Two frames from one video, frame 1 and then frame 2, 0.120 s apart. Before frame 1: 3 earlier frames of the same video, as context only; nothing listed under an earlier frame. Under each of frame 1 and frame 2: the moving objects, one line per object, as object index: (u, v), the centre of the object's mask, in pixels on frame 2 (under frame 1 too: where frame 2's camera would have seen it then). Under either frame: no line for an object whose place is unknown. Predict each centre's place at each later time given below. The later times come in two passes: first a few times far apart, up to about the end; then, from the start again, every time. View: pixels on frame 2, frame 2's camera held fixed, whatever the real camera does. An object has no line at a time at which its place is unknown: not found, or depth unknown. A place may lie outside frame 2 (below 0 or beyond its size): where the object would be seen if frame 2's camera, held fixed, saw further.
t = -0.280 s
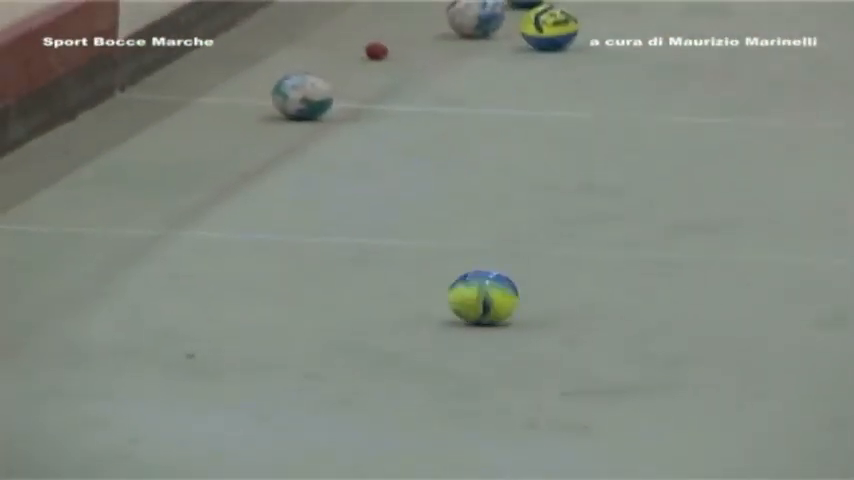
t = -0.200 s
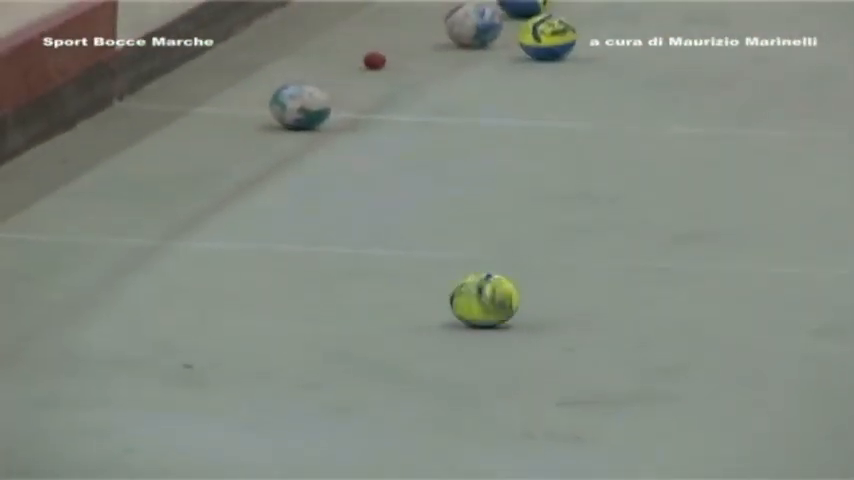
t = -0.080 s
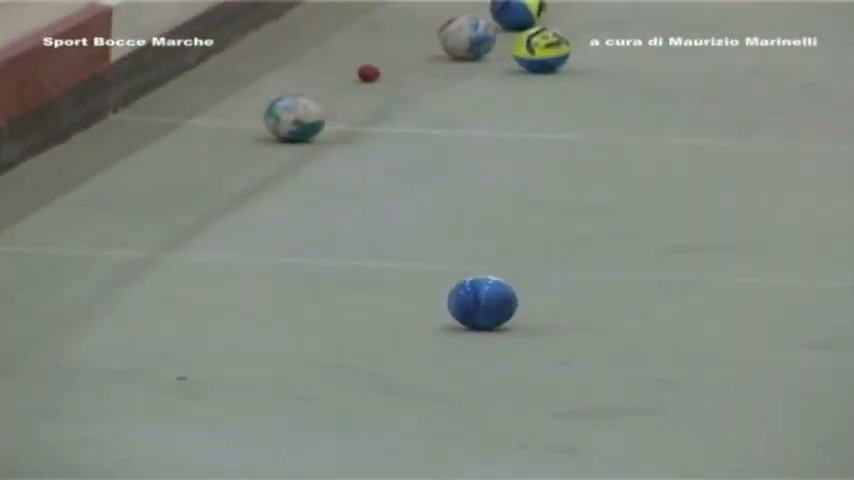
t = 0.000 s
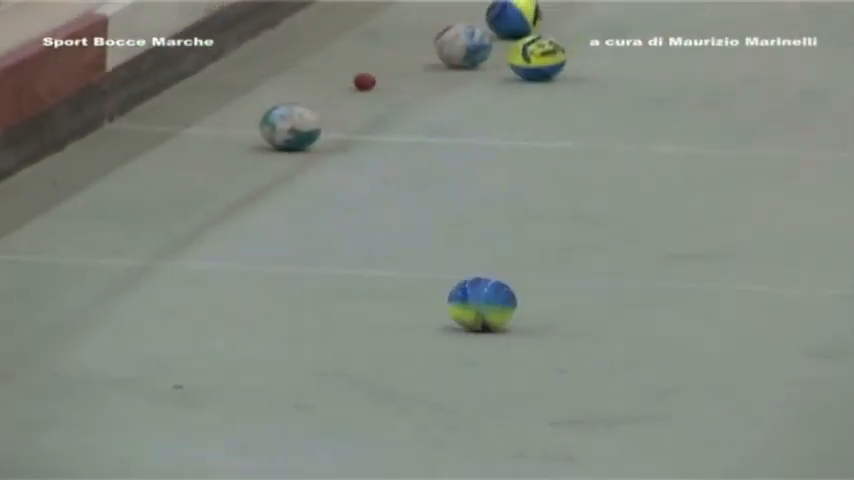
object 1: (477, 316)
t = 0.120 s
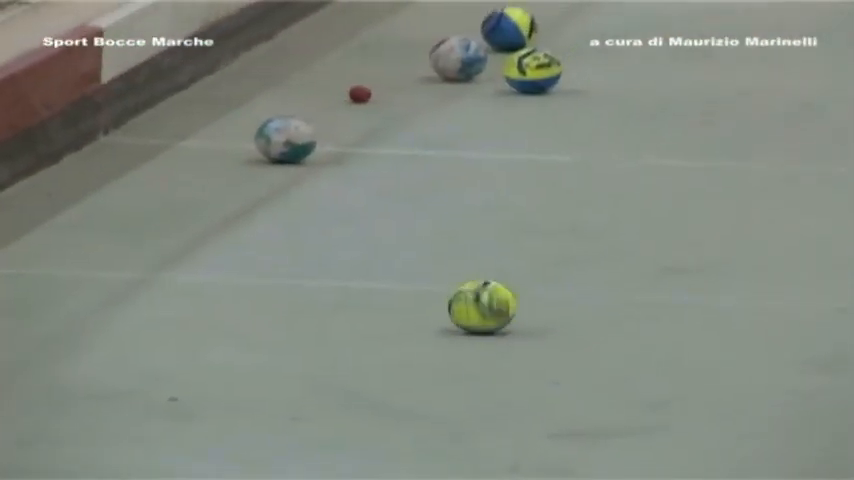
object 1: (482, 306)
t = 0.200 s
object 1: (484, 300)
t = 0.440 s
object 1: (493, 283)
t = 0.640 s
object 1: (499, 268)
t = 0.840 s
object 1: (504, 256)
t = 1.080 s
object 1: (512, 240)
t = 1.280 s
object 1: (518, 228)
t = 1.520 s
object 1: (523, 215)
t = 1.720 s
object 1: (528, 204)
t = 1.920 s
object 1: (532, 194)
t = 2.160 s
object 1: (538, 182)
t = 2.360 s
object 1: (542, 172)
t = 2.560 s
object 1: (546, 164)
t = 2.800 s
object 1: (550, 154)
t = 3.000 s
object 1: (552, 146)
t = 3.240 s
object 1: (553, 137)
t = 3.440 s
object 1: (552, 130)
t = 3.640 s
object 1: (551, 124)
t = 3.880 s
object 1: (550, 116)
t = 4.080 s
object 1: (548, 111)
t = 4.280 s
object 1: (547, 106)
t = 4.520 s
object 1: (546, 99)
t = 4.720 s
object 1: (545, 94)
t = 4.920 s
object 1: (545, 89)
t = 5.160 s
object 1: (543, 84)
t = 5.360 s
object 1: (542, 80)
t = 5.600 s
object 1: (542, 76)
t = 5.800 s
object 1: (545, 75)
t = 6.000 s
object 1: (548, 74)
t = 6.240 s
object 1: (550, 73)
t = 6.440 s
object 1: (551, 73)
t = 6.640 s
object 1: (554, 73)
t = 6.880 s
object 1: (555, 72)
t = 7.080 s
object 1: (554, 73)
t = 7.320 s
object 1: (553, 72)
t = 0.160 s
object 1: (484, 303)
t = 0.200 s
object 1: (484, 300)
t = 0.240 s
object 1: (486, 298)
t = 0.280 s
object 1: (487, 294)
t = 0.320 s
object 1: (489, 291)
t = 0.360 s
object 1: (490, 288)
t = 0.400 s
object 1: (492, 286)
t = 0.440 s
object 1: (493, 283)
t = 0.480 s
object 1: (494, 280)
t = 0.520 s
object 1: (495, 277)
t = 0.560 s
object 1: (496, 275)
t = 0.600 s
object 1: (498, 271)
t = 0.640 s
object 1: (499, 268)
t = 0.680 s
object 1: (500, 266)
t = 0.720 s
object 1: (501, 263)
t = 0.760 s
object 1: (502, 261)
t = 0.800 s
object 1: (503, 259)
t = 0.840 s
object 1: (504, 256)
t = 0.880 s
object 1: (505, 253)
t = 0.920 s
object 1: (508, 251)
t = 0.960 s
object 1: (509, 248)
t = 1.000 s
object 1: (509, 245)
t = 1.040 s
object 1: (511, 243)
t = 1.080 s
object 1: (512, 240)
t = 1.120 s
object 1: (513, 239)
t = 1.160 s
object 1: (515, 236)
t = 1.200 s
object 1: (516, 233)
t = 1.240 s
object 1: (517, 231)
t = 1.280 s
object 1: (518, 228)
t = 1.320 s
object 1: (519, 226)
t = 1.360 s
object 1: (520, 224)
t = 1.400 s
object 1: (521, 221)
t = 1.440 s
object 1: (522, 220)
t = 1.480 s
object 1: (522, 217)
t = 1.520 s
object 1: (523, 215)
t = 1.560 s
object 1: (525, 213)
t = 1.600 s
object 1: (526, 211)
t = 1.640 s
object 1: (527, 208)
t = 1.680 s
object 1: (528, 206)
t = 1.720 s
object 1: (528, 204)
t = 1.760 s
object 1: (529, 201)
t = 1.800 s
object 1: (530, 199)
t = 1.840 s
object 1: (531, 198)
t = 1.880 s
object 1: (532, 196)
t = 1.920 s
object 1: (532, 194)
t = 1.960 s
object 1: (533, 192)
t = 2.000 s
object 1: (535, 190)
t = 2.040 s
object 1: (536, 188)
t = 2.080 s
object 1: (536, 186)
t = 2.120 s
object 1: (537, 184)
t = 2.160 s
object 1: (538, 182)
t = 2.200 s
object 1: (539, 180)
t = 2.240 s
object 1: (540, 178)
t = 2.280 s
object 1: (540, 177)
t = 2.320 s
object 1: (541, 175)
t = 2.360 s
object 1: (542, 172)
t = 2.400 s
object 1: (543, 171)
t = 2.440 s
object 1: (544, 169)
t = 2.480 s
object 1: (545, 168)
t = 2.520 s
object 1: (546, 166)
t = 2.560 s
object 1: (546, 164)
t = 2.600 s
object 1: (547, 163)
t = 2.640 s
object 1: (547, 161)
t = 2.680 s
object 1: (548, 159)
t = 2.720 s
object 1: (549, 157)
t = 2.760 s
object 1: (549, 156)
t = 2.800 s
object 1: (550, 154)
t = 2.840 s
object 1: (550, 152)
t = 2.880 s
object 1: (550, 151)
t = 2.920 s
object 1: (551, 149)
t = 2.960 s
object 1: (552, 148)
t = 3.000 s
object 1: (552, 146)
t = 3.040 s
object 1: (552, 145)
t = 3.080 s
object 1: (552, 143)
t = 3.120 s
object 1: (552, 142)
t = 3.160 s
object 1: (552, 140)
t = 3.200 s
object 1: (553, 138)
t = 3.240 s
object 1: (553, 137)
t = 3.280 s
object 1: (553, 135)
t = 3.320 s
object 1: (553, 134)
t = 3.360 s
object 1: (553, 133)
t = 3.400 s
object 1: (552, 131)
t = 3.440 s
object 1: (552, 130)
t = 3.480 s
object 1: (552, 129)
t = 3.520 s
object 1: (552, 127)
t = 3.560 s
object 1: (552, 126)
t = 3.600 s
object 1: (552, 125)
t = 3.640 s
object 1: (551, 124)
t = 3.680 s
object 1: (551, 122)
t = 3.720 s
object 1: (551, 122)
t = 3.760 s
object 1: (550, 120)
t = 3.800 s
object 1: (550, 119)
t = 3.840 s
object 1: (550, 116)
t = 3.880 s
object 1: (550, 116)
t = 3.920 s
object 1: (550, 115)
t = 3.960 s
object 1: (549, 114)
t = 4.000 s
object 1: (549, 113)
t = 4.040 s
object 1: (549, 112)
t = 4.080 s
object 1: (548, 111)
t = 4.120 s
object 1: (548, 109)
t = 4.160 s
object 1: (548, 108)
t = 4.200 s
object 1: (548, 107)
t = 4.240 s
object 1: (548, 106)
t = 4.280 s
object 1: (547, 106)
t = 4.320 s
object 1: (546, 104)
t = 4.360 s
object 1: (546, 103)
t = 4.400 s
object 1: (546, 102)
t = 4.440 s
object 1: (546, 101)
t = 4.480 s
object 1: (546, 100)
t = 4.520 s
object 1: (546, 99)
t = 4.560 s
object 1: (546, 98)
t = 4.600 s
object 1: (545, 97)
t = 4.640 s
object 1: (545, 96)
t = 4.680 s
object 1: (545, 95)
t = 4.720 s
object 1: (545, 94)
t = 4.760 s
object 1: (545, 93)
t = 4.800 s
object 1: (545, 92)
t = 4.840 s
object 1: (545, 92)
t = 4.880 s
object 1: (545, 90)
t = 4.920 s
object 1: (545, 89)
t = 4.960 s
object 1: (545, 89)
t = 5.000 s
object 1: (545, 88)
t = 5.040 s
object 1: (545, 87)
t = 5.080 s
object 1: (544, 86)
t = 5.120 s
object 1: (544, 85)
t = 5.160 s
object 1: (543, 84)
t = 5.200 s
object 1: (544, 84)
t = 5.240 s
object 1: (543, 83)
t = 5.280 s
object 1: (543, 82)
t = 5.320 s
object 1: (543, 81)
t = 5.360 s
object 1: (542, 80)
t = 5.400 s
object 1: (542, 79)
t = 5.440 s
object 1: (542, 79)
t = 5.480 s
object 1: (542, 78)
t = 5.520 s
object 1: (542, 78)
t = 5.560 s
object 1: (542, 77)
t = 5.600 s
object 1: (542, 76)
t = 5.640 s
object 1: (542, 75)
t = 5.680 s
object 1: (543, 75)
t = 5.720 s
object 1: (544, 75)
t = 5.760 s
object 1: (545, 75)
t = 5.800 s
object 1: (545, 75)
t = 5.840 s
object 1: (546, 75)
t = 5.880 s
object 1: (547, 75)
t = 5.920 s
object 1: (547, 74)
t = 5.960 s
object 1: (548, 74)
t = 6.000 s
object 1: (548, 74)
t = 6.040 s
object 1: (548, 75)
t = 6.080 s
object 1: (549, 74)
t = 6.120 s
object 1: (549, 74)
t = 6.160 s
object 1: (549, 74)
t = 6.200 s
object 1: (549, 73)
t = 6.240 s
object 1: (550, 73)
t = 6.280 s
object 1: (550, 73)
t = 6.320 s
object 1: (550, 73)
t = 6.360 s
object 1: (550, 73)
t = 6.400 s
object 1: (551, 73)
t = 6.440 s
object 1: (551, 73)
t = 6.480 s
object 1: (552, 73)
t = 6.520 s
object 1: (552, 73)
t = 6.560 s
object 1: (553, 73)
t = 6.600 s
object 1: (553, 73)
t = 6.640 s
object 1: (554, 73)
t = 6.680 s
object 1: (554, 73)
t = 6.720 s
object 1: (555, 73)
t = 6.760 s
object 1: (555, 73)
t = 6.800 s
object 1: (555, 73)
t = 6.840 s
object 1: (555, 73)
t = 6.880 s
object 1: (555, 72)
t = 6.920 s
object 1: (555, 73)
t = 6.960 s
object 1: (554, 72)
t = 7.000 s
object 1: (554, 72)
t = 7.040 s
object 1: (554, 72)
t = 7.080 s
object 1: (554, 73)
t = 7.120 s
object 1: (554, 73)
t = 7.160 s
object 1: (554, 73)
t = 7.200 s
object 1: (554, 73)
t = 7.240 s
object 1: (553, 73)
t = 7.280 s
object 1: (553, 72)
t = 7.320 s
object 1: (553, 72)
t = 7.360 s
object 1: (554, 72)
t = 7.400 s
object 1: (553, 72)
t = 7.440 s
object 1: (554, 71)
